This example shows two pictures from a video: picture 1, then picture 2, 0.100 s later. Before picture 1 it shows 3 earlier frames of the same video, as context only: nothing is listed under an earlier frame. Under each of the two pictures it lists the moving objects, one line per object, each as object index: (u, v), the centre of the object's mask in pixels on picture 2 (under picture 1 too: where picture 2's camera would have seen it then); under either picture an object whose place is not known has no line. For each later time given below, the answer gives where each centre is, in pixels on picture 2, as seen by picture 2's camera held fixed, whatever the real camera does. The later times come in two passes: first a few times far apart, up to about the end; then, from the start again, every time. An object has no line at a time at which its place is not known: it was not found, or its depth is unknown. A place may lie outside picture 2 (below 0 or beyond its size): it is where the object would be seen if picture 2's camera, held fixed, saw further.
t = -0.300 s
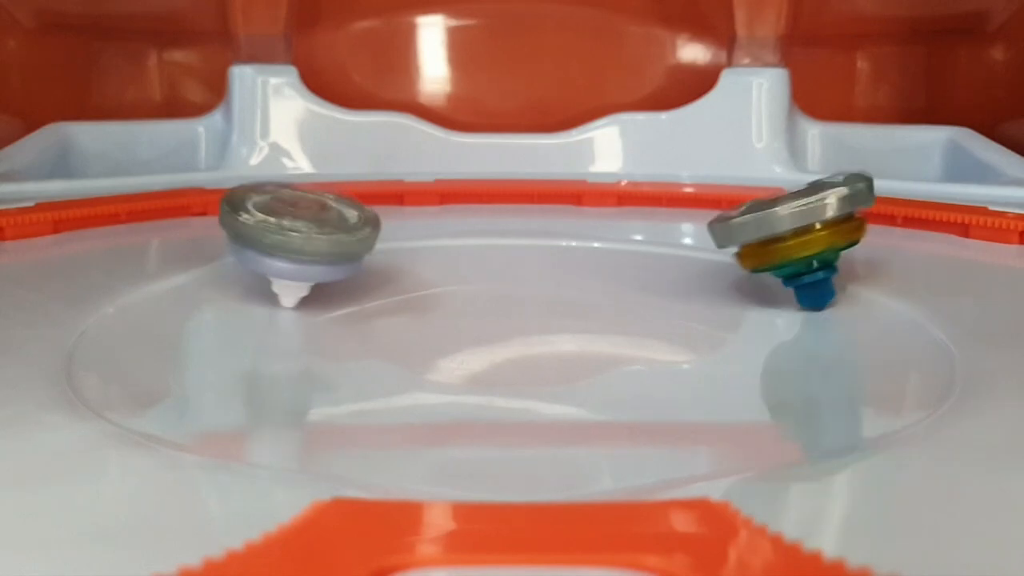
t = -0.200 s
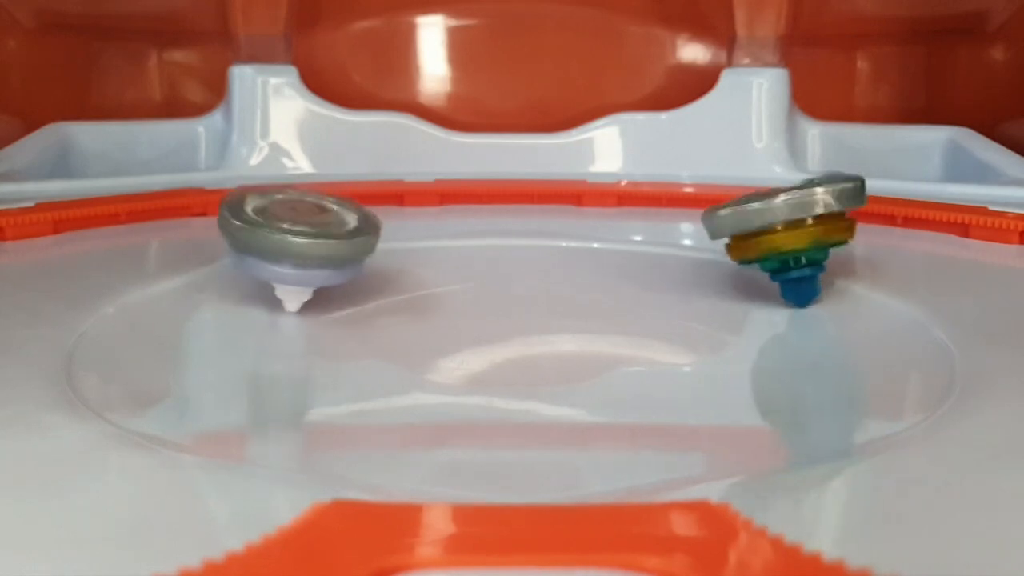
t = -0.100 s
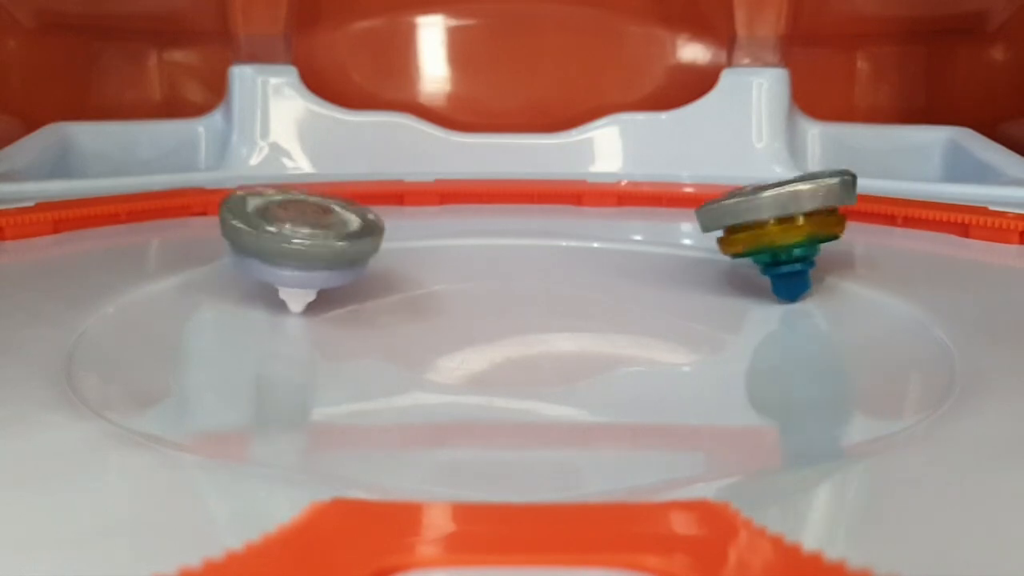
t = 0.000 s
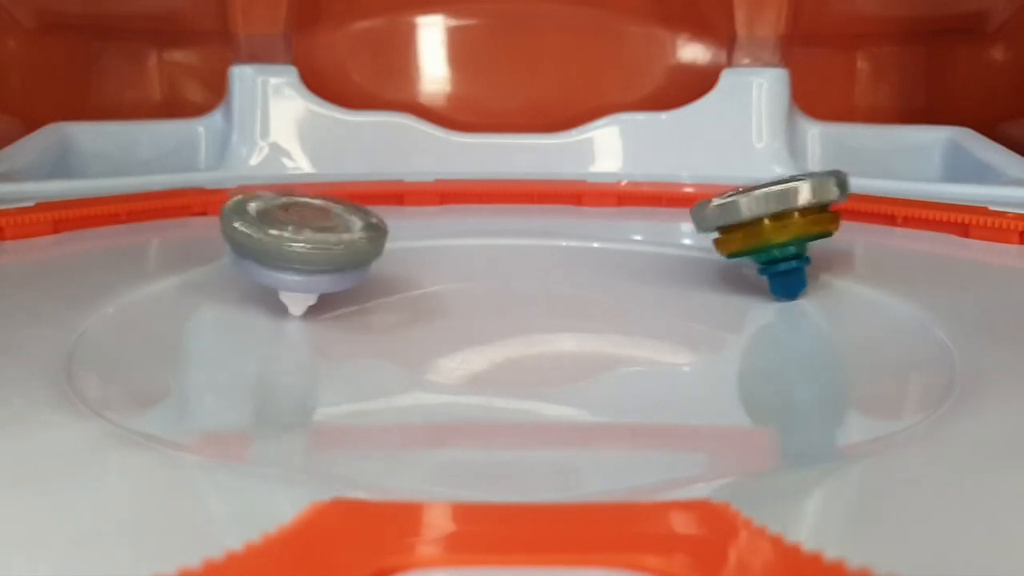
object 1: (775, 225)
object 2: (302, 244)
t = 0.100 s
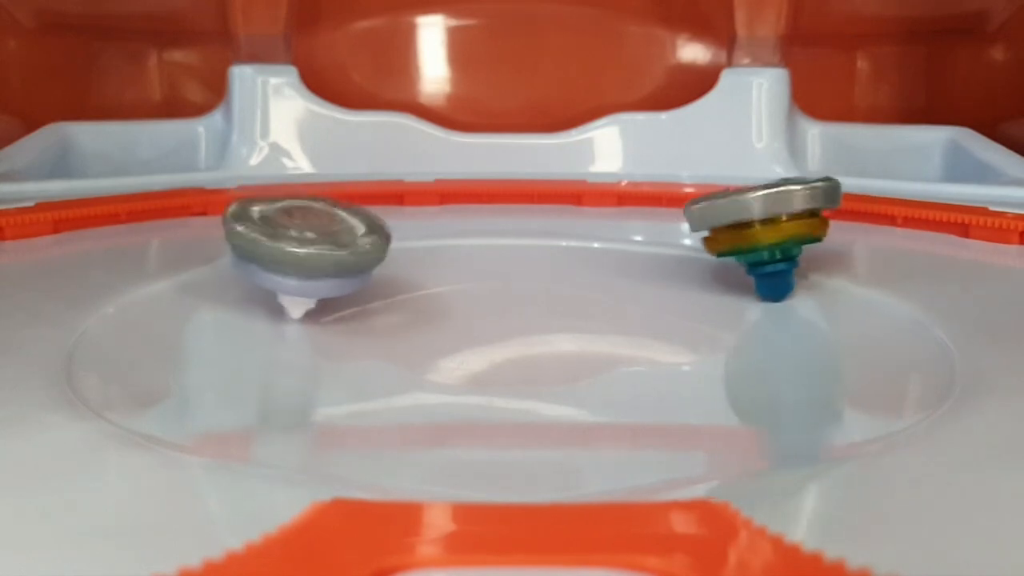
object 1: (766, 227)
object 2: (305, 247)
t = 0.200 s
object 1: (758, 227)
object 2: (308, 249)
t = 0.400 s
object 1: (743, 228)
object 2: (319, 254)
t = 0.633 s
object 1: (724, 232)
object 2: (335, 258)
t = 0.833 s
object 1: (705, 236)
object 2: (358, 259)
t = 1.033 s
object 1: (679, 242)
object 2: (380, 260)
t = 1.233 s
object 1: (650, 248)
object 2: (405, 261)
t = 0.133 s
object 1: (765, 226)
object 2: (306, 248)
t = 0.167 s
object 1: (761, 226)
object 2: (307, 249)
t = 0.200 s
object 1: (758, 227)
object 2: (308, 249)
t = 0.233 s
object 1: (756, 227)
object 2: (311, 250)
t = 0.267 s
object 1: (753, 227)
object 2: (312, 251)
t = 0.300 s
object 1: (752, 226)
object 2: (313, 251)
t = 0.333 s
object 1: (749, 227)
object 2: (316, 253)
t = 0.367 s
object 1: (745, 227)
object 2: (317, 253)
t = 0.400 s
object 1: (743, 228)
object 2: (319, 254)
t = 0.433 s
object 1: (740, 228)
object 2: (320, 254)
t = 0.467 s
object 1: (738, 228)
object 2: (323, 255)
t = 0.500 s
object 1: (735, 229)
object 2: (324, 256)
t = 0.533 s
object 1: (731, 230)
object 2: (327, 256)
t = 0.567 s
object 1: (729, 230)
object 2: (330, 256)
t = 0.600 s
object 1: (726, 232)
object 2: (333, 256)
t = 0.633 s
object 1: (724, 232)
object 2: (335, 258)
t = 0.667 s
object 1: (721, 232)
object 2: (339, 258)
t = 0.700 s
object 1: (717, 233)
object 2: (343, 258)
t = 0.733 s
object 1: (714, 234)
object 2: (346, 258)
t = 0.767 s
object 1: (711, 236)
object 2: (350, 259)
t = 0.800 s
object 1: (708, 235)
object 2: (353, 259)
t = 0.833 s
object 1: (705, 236)
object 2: (358, 259)
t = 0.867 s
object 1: (700, 238)
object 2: (361, 260)
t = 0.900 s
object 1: (697, 238)
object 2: (364, 259)
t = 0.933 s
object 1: (693, 239)
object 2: (369, 260)
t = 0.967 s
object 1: (689, 240)
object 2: (372, 260)
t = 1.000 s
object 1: (685, 240)
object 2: (376, 260)
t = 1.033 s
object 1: (679, 242)
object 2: (380, 260)
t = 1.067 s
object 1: (675, 243)
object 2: (385, 261)
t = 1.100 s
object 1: (671, 244)
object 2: (389, 261)
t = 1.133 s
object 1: (666, 244)
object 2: (392, 261)
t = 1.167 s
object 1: (661, 245)
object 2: (397, 260)
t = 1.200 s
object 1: (654, 247)
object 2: (402, 261)
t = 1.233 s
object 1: (650, 248)
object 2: (405, 261)
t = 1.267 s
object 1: (645, 248)
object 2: (409, 260)
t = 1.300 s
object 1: (639, 249)
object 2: (414, 261)
